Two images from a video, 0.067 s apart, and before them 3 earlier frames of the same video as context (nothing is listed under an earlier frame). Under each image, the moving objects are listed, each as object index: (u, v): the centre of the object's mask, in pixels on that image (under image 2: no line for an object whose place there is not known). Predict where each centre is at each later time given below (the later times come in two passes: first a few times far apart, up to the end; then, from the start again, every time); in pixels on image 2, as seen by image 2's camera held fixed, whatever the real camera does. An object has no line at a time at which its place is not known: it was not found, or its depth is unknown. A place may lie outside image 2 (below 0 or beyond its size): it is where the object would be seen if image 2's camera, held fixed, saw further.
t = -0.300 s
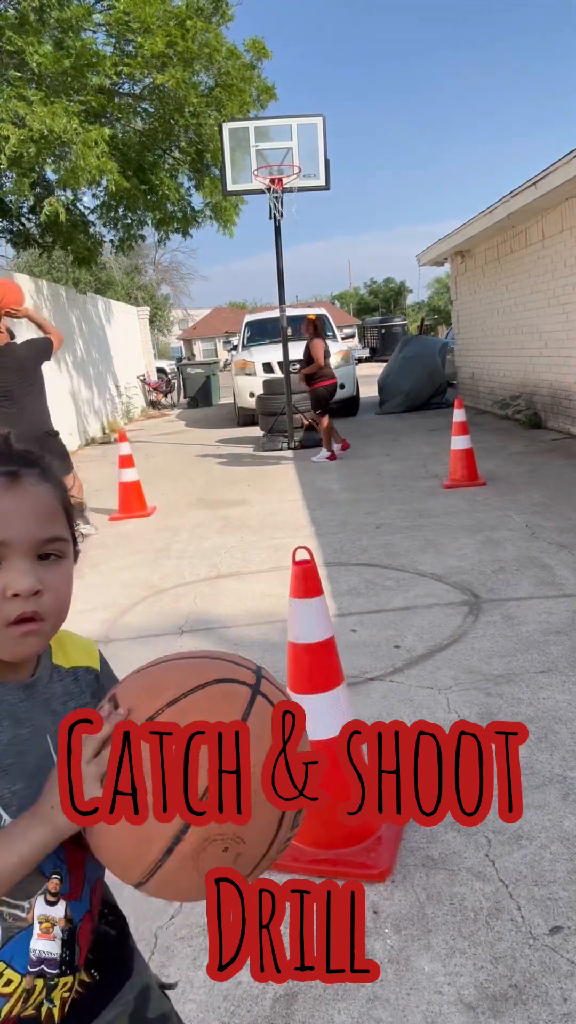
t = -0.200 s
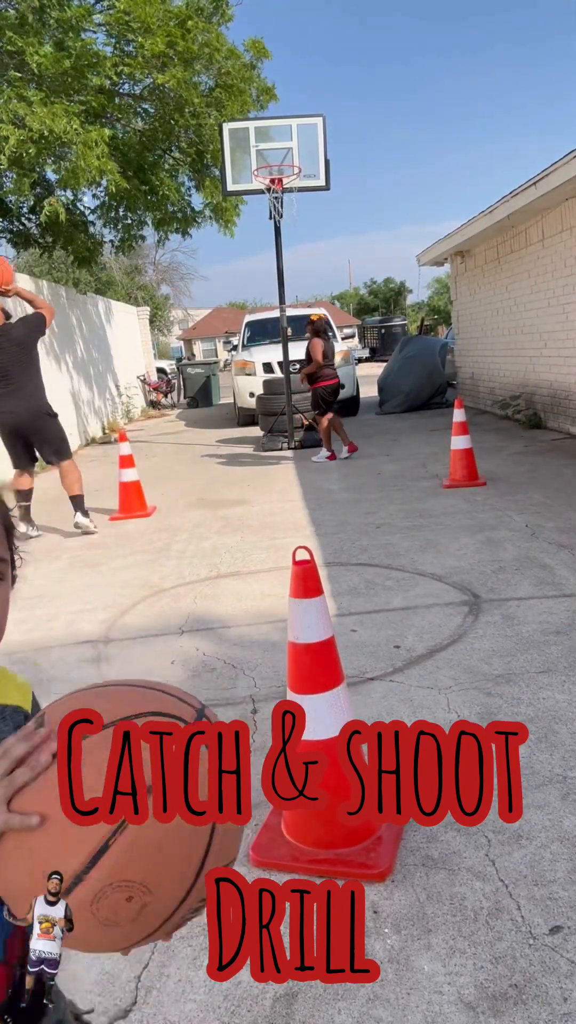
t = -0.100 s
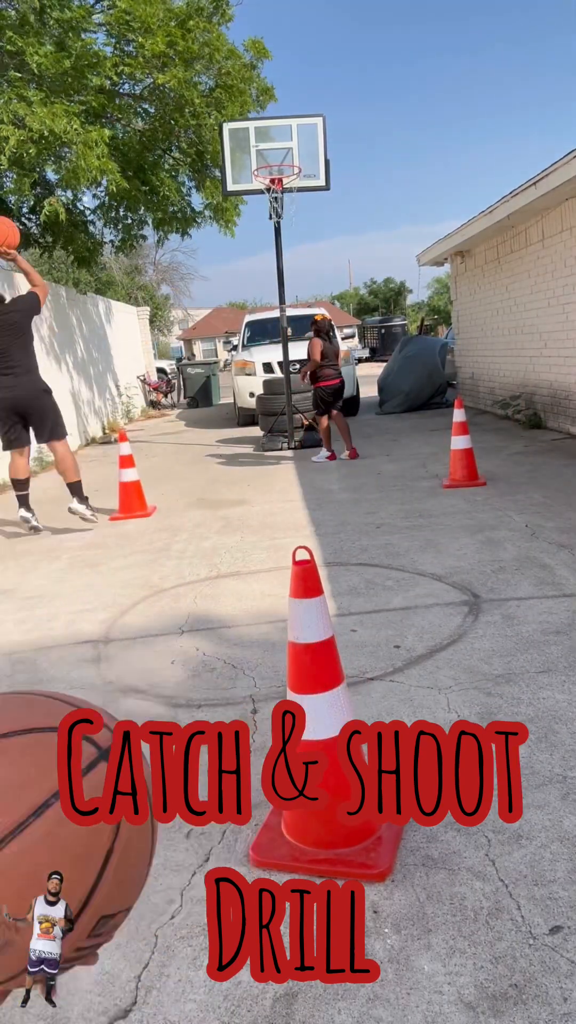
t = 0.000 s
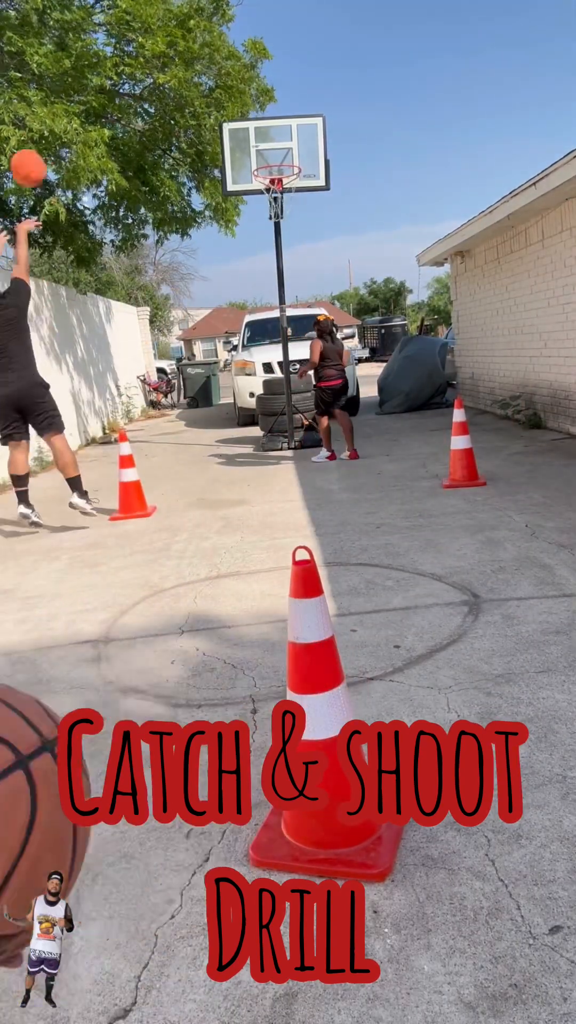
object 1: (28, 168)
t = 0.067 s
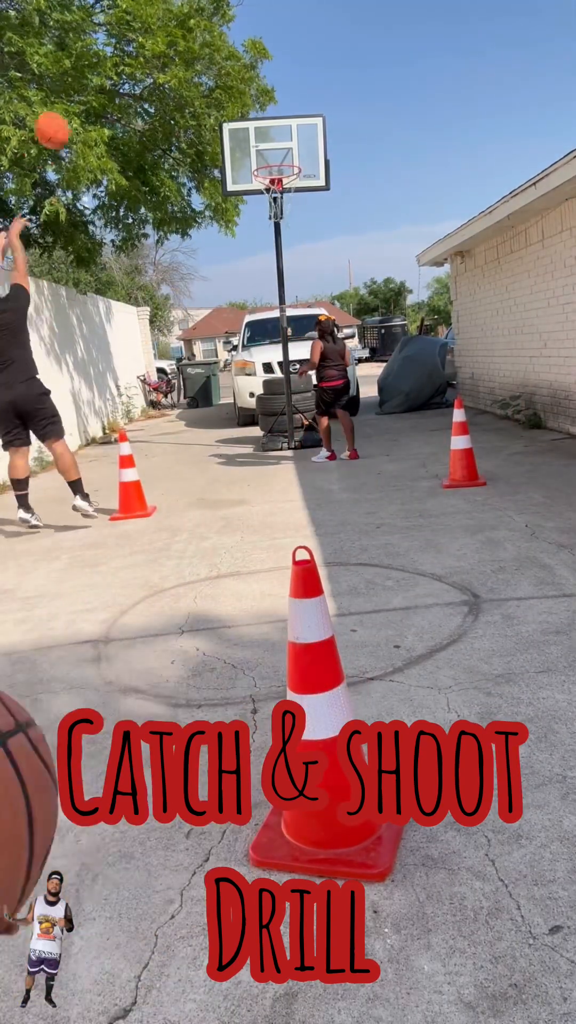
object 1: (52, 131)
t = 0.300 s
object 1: (131, 60)
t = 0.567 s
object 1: (212, 76)
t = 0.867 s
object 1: (285, 168)
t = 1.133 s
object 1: (280, 156)
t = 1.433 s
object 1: (284, 190)
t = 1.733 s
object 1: (277, 212)
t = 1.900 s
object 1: (278, 245)
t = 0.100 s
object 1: (64, 114)
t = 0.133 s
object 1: (75, 101)
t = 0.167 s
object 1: (87, 89)
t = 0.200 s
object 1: (98, 79)
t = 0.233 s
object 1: (109, 72)
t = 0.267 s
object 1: (121, 65)
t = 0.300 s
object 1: (131, 60)
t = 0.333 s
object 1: (142, 58)
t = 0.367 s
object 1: (152, 56)
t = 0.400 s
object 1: (163, 56)
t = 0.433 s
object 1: (173, 58)
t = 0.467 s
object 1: (183, 60)
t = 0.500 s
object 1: (193, 65)
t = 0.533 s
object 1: (203, 70)
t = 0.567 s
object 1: (212, 76)
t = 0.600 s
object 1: (222, 83)
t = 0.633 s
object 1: (231, 92)
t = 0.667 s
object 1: (240, 101)
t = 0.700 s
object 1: (248, 111)
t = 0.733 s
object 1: (257, 122)
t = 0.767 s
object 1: (266, 134)
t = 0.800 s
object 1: (274, 146)
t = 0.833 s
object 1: (282, 160)
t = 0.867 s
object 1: (285, 168)
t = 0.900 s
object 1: (277, 166)
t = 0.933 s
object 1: (270, 163)
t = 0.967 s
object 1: (271, 159)
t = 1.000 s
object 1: (273, 156)
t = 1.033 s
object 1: (275, 155)
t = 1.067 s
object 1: (277, 154)
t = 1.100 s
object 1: (279, 155)
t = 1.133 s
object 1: (280, 156)
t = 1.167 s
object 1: (282, 158)
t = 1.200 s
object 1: (284, 161)
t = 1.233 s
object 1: (286, 166)
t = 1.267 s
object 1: (288, 171)
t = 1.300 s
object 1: (288, 177)
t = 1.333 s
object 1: (288, 183)
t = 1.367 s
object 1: (288, 188)
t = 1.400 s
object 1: (286, 189)
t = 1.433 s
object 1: (284, 190)
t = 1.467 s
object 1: (282, 192)
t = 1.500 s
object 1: (282, 194)
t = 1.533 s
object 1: (280, 197)
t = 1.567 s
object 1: (280, 199)
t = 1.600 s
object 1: (279, 201)
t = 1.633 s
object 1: (278, 203)
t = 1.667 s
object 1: (278, 205)
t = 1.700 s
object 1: (277, 208)
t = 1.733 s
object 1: (277, 212)
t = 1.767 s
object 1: (277, 217)
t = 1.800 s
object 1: (277, 222)
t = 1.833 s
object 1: (277, 228)
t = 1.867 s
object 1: (278, 236)
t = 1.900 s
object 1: (278, 245)
